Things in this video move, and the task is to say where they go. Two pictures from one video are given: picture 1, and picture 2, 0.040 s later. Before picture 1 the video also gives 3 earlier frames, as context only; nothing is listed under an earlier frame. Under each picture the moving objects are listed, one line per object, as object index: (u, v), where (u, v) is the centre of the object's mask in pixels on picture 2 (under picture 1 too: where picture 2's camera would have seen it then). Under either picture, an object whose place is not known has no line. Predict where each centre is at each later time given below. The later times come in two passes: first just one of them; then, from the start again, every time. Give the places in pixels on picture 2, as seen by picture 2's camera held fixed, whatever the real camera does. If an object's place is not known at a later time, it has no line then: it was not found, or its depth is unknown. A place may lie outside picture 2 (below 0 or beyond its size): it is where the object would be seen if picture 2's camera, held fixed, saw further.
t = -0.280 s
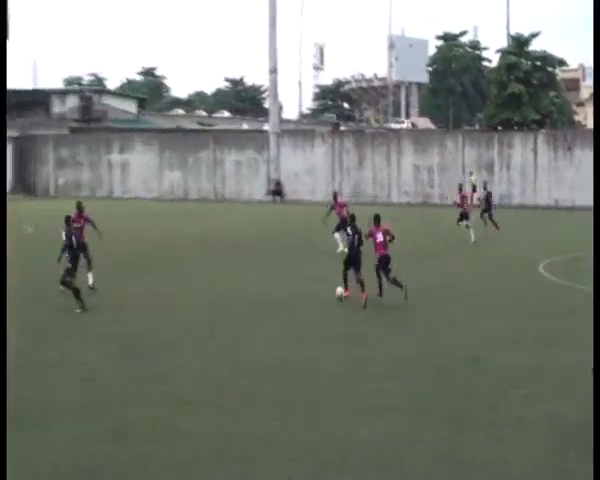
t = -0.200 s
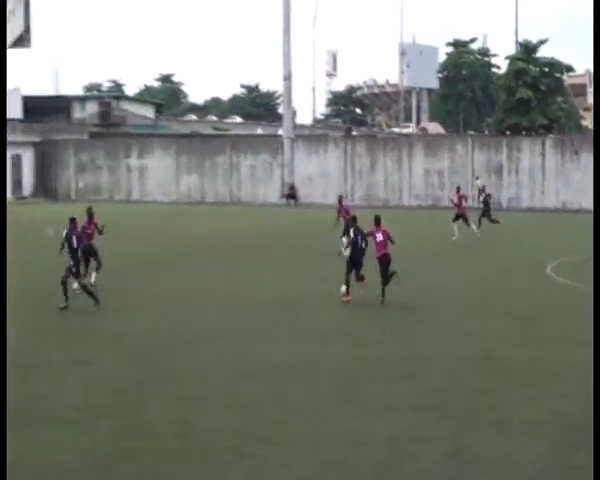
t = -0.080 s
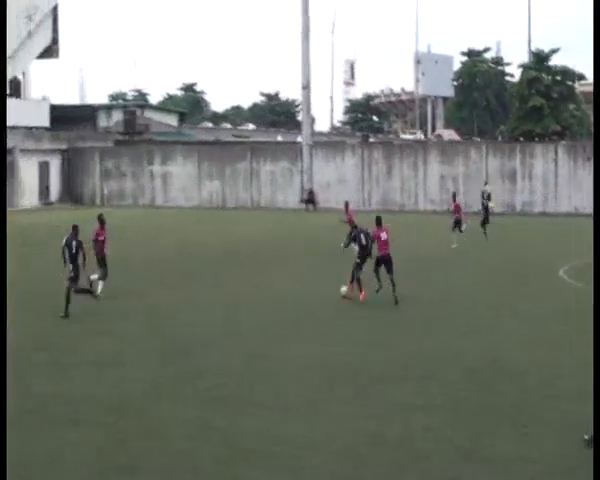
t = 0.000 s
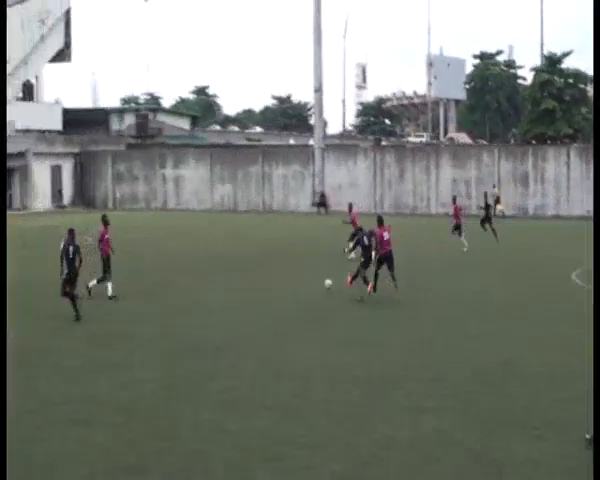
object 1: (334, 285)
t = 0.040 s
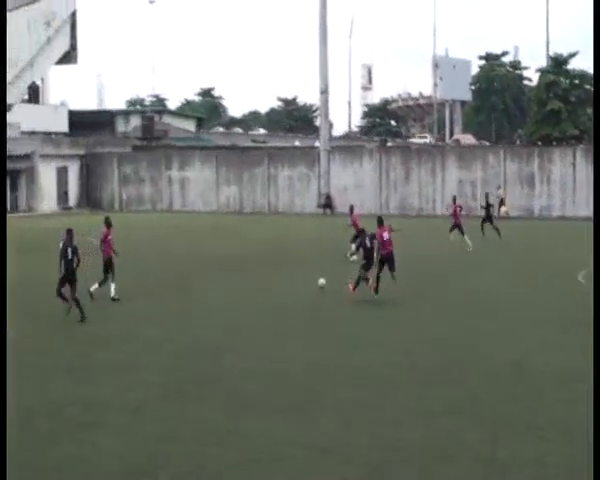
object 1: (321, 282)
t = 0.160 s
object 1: (290, 277)
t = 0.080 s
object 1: (310, 281)
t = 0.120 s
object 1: (299, 280)
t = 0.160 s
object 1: (290, 277)
